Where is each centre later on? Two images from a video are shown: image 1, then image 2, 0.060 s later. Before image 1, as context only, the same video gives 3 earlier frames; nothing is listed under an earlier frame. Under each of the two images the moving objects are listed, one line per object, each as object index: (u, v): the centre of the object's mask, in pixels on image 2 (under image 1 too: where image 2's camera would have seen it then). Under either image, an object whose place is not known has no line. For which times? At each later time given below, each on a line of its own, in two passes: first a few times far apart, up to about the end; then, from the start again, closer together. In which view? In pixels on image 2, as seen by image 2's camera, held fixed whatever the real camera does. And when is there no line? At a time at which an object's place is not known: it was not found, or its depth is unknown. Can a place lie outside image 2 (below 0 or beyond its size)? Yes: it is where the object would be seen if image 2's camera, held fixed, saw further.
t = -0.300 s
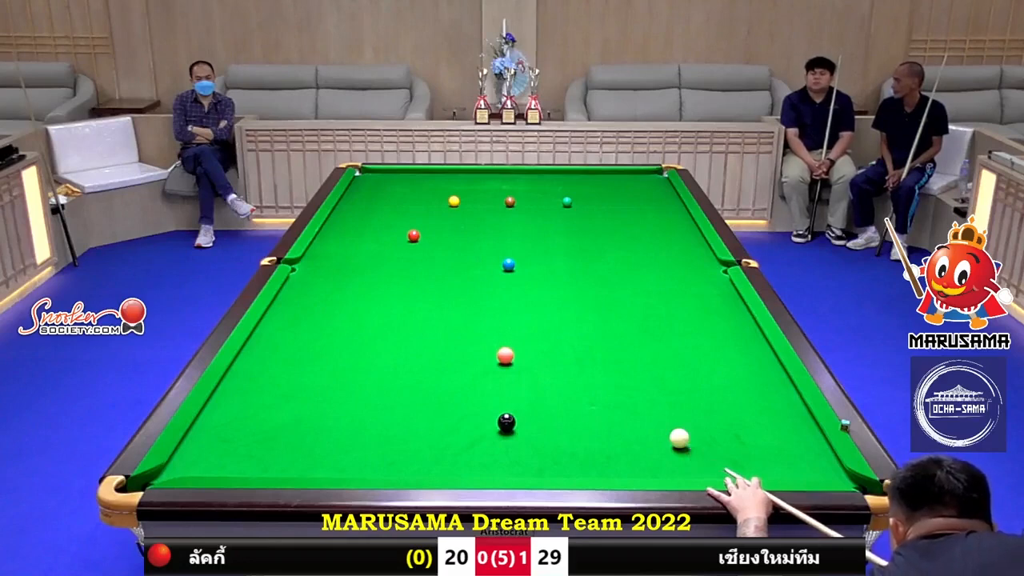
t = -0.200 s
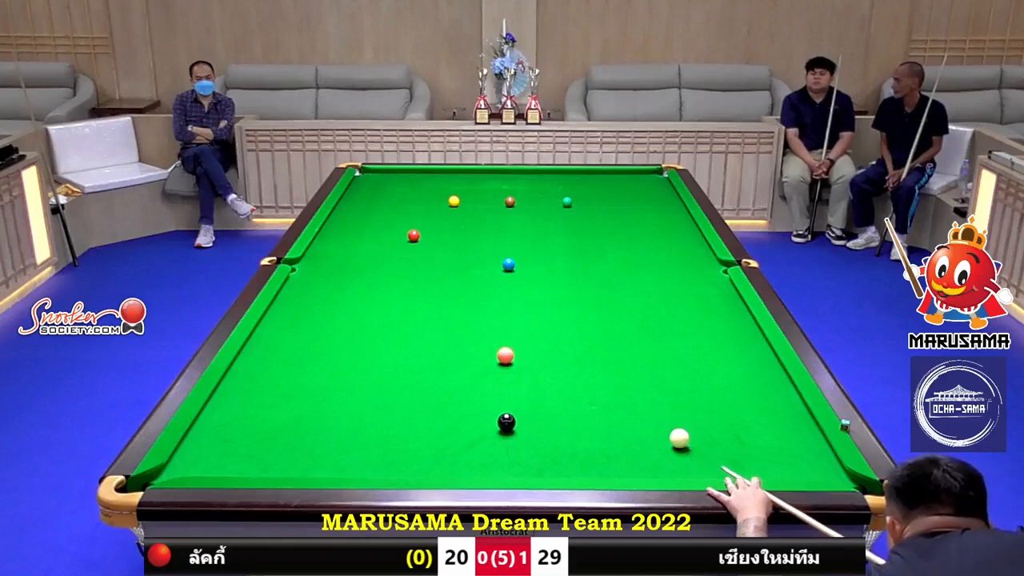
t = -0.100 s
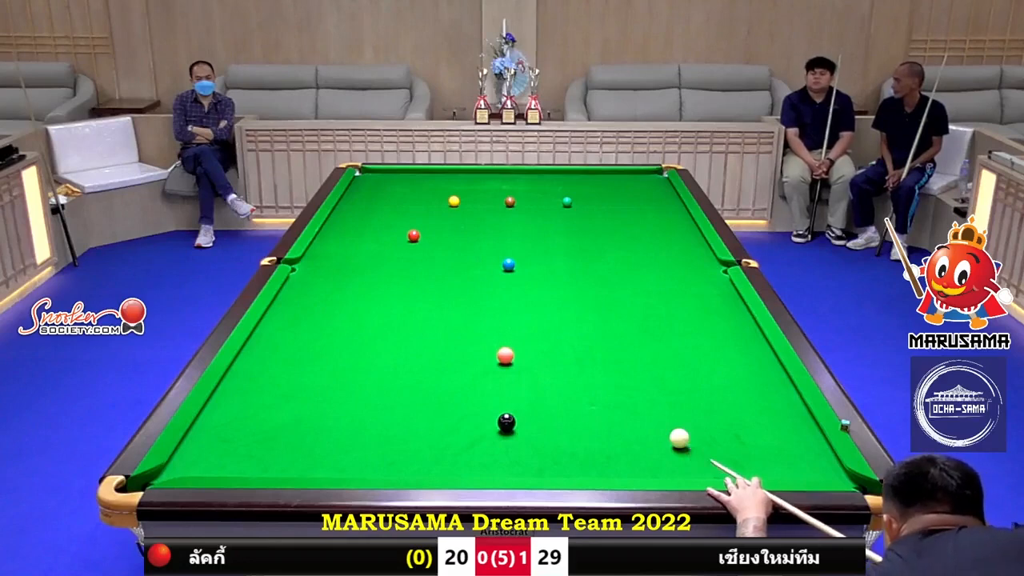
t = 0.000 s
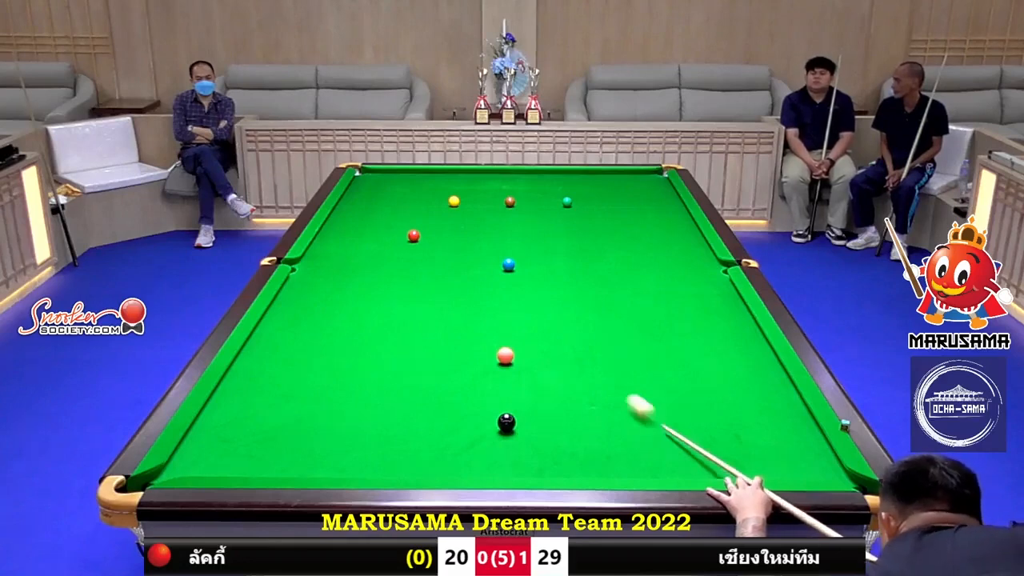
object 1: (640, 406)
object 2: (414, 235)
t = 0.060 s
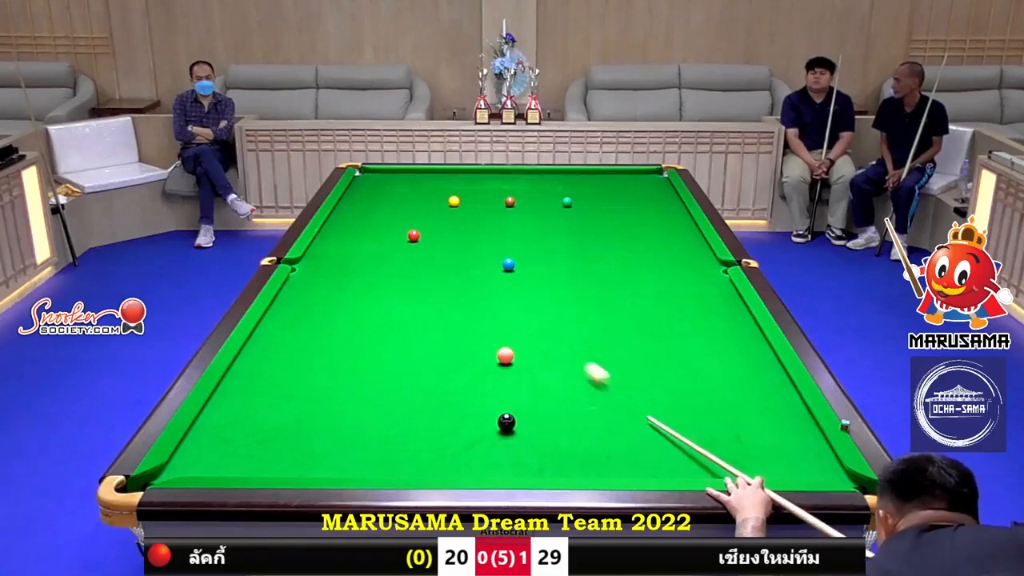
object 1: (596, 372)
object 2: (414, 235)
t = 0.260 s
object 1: (492, 294)
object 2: (414, 235)
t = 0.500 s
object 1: (420, 237)
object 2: (409, 233)
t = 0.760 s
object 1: (438, 229)
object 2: (347, 200)
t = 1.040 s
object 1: (451, 219)
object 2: (410, 183)
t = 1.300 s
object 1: (462, 210)
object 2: (455, 171)
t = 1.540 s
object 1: (470, 203)
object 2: (491, 179)
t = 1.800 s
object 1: (479, 196)
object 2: (530, 188)
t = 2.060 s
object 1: (487, 190)
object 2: (573, 197)
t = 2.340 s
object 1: (494, 184)
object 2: (619, 209)
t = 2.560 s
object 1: (499, 180)
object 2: (657, 218)
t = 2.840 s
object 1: (505, 175)
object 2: (686, 230)
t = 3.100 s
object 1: (509, 171)
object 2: (664, 240)
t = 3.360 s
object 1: (512, 173)
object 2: (641, 251)
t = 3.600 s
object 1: (515, 176)
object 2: (618, 261)
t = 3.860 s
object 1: (518, 178)
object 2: (593, 273)
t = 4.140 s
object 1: (520, 180)
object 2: (565, 285)
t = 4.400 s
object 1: (523, 182)
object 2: (538, 297)
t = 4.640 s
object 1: (524, 183)
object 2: (512, 309)
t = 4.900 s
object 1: (526, 185)
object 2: (483, 322)
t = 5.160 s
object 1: (526, 186)
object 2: (453, 335)
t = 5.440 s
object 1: (527, 186)
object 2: (420, 349)
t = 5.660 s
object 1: (528, 187)
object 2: (394, 361)
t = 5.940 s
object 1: (528, 187)
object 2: (361, 375)
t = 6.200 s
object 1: (528, 187)
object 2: (329, 389)
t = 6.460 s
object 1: (528, 187)
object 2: (297, 404)
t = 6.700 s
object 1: (528, 187)
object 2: (268, 417)
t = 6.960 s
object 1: (528, 187)
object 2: (236, 432)
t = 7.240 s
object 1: (528, 187)
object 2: (203, 447)
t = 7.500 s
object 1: (528, 187)
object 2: (178, 461)
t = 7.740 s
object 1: (528, 187)
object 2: (185, 468)
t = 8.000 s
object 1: (528, 187)
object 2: (194, 470)
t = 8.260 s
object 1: (528, 187)
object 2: (205, 467)
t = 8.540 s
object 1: (528, 187)
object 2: (215, 464)
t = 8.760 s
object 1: (528, 187)
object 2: (220, 462)
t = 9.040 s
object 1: (528, 187)
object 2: (225, 460)
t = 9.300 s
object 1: (528, 187)
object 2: (228, 459)
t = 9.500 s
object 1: (528, 187)
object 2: (229, 459)
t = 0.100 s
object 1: (571, 354)
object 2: (414, 235)
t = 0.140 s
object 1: (548, 337)
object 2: (414, 235)
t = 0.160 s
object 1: (538, 329)
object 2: (414, 235)
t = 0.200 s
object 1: (518, 314)
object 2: (414, 235)
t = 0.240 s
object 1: (500, 300)
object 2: (414, 235)
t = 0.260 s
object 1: (492, 294)
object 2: (414, 235)
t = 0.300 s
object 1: (476, 282)
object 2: (414, 235)
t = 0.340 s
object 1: (462, 271)
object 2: (414, 235)
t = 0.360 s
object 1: (455, 266)
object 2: (414, 235)
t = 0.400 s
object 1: (443, 256)
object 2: (414, 235)
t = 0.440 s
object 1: (431, 247)
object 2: (414, 235)
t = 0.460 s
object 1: (426, 243)
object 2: (413, 235)
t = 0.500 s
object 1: (420, 237)
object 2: (409, 233)
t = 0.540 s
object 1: (425, 236)
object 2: (395, 227)
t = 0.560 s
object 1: (426, 236)
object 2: (389, 224)
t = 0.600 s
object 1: (429, 235)
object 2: (378, 219)
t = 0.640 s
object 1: (432, 233)
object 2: (366, 213)
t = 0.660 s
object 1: (433, 232)
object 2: (361, 211)
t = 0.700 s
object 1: (435, 231)
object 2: (351, 206)
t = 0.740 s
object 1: (437, 229)
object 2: (342, 201)
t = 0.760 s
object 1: (438, 229)
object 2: (347, 200)
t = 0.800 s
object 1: (440, 227)
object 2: (358, 197)
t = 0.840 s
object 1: (442, 226)
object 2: (369, 194)
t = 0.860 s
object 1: (443, 225)
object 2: (374, 193)
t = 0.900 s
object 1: (445, 224)
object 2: (383, 191)
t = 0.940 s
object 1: (447, 222)
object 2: (391, 188)
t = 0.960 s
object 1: (447, 221)
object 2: (395, 187)
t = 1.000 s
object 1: (449, 220)
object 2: (403, 185)
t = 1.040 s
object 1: (451, 219)
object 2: (410, 183)
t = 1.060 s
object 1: (452, 218)
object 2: (414, 182)
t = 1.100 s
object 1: (453, 217)
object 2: (421, 180)
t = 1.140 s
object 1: (455, 215)
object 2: (429, 178)
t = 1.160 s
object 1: (456, 215)
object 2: (432, 177)
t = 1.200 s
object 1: (458, 213)
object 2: (439, 175)
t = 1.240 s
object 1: (459, 212)
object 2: (445, 174)
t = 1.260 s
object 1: (460, 212)
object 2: (449, 173)
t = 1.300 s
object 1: (462, 210)
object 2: (455, 171)
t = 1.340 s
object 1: (463, 209)
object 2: (462, 172)
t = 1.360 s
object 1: (464, 208)
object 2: (465, 173)
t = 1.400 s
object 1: (465, 207)
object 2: (470, 174)
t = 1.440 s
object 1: (467, 206)
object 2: (476, 175)
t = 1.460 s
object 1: (467, 206)
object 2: (479, 176)
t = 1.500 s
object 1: (469, 204)
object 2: (485, 177)
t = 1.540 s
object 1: (470, 203)
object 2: (491, 179)
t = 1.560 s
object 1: (471, 203)
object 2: (494, 179)
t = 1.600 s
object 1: (472, 202)
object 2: (500, 181)
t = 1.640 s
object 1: (474, 200)
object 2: (506, 183)
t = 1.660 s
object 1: (474, 200)
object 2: (509, 183)
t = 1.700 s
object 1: (476, 199)
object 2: (515, 184)
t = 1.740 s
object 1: (477, 198)
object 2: (521, 186)
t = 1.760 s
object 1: (478, 197)
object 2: (525, 186)
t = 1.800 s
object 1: (479, 196)
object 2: (530, 188)
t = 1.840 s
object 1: (480, 195)
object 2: (537, 190)
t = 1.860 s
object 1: (481, 195)
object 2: (540, 190)
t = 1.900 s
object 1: (482, 194)
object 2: (546, 192)
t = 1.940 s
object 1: (483, 193)
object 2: (553, 193)
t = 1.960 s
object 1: (484, 192)
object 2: (556, 194)
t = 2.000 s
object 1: (485, 191)
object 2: (561, 195)
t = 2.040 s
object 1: (486, 190)
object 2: (569, 195)
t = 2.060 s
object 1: (487, 190)
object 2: (573, 197)
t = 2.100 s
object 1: (488, 189)
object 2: (578, 199)
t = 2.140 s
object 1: (489, 188)
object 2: (585, 201)
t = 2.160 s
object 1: (489, 188)
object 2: (588, 202)
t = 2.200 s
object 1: (490, 187)
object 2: (595, 203)
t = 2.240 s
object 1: (492, 186)
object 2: (602, 205)
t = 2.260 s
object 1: (492, 186)
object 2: (605, 206)
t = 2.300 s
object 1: (493, 185)
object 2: (612, 208)
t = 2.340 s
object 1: (494, 184)
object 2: (619, 209)
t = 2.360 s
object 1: (494, 184)
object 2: (622, 210)
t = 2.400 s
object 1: (495, 183)
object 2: (629, 212)
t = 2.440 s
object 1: (496, 182)
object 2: (636, 213)
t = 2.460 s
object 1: (497, 182)
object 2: (639, 214)
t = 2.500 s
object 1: (498, 181)
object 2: (646, 216)
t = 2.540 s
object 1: (498, 180)
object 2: (653, 218)
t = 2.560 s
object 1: (499, 180)
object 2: (657, 218)
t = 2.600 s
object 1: (500, 179)
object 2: (664, 220)
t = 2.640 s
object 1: (501, 178)
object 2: (671, 222)
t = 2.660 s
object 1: (501, 178)
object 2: (675, 223)
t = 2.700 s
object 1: (502, 177)
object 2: (682, 224)
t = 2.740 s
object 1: (503, 176)
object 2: (690, 226)
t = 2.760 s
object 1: (503, 176)
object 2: (693, 227)
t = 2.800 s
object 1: (504, 175)
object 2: (690, 228)
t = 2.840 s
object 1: (505, 175)
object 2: (686, 230)
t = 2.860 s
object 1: (505, 174)
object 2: (684, 231)
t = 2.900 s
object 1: (506, 174)
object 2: (681, 233)
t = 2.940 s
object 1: (506, 173)
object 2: (677, 234)
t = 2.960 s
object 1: (507, 173)
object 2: (676, 235)
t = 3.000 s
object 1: (508, 172)
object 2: (672, 236)
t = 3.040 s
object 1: (508, 171)
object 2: (669, 238)
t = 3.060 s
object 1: (509, 171)
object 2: (667, 239)
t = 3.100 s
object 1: (509, 171)
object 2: (664, 240)
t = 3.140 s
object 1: (510, 171)
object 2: (660, 242)
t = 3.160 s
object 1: (510, 171)
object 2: (659, 242)
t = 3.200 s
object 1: (511, 172)
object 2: (655, 244)
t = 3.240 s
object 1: (511, 172)
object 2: (651, 246)
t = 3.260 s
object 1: (511, 172)
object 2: (650, 247)
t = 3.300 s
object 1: (512, 173)
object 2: (646, 249)
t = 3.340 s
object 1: (512, 173)
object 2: (642, 250)
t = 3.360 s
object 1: (512, 173)
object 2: (641, 251)
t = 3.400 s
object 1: (513, 174)
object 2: (637, 253)
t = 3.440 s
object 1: (513, 174)
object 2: (633, 254)
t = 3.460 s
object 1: (514, 174)
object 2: (631, 255)
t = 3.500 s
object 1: (514, 175)
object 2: (628, 257)
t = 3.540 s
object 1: (514, 175)
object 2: (624, 259)
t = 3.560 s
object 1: (515, 175)
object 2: (622, 260)
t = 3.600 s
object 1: (515, 176)
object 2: (618, 261)
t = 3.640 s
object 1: (516, 176)
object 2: (615, 263)
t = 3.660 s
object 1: (516, 176)
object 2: (613, 264)
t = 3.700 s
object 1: (516, 176)
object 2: (609, 266)
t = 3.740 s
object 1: (517, 177)
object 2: (605, 267)
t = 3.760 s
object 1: (517, 177)
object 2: (603, 268)
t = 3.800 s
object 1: (517, 177)
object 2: (599, 270)
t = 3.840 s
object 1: (518, 178)
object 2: (595, 272)
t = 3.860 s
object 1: (518, 178)
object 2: (593, 273)
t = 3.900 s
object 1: (518, 178)
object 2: (589, 275)
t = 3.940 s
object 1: (519, 178)
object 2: (585, 276)
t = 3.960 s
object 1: (519, 179)
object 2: (583, 277)
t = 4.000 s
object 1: (519, 179)
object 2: (579, 279)
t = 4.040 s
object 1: (519, 179)
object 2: (575, 281)
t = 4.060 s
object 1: (520, 179)
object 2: (573, 282)
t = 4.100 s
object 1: (520, 180)
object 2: (569, 283)
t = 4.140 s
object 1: (520, 180)
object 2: (565, 285)
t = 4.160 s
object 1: (521, 180)
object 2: (563, 286)
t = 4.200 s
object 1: (521, 180)
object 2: (559, 288)
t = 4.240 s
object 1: (521, 181)
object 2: (554, 290)
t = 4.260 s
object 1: (522, 181)
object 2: (552, 291)
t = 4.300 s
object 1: (522, 181)
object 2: (548, 293)
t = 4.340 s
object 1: (522, 181)
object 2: (544, 294)
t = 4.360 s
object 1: (522, 181)
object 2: (542, 296)
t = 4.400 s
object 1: (523, 182)
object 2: (538, 297)
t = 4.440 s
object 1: (523, 182)
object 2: (533, 299)
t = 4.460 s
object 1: (523, 182)
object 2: (531, 300)
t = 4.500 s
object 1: (523, 182)
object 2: (527, 302)
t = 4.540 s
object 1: (524, 183)
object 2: (523, 304)
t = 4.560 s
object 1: (524, 183)
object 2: (520, 305)
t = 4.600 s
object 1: (524, 183)
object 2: (516, 307)
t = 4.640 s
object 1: (524, 183)
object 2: (512, 309)
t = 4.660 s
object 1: (524, 183)
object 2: (509, 310)
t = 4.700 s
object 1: (525, 183)
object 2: (505, 312)
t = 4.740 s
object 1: (525, 184)
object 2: (501, 314)
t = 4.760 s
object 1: (525, 184)
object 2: (498, 315)
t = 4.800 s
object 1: (525, 184)
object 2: (494, 316)
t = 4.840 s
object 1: (525, 184)
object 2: (489, 318)
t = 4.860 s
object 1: (525, 184)
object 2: (487, 320)
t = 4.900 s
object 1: (526, 185)
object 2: (483, 322)
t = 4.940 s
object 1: (526, 185)
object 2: (478, 323)
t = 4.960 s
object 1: (526, 185)
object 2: (476, 324)
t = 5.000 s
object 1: (526, 185)
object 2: (471, 327)
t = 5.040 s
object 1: (526, 185)
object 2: (467, 329)
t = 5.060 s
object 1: (526, 185)
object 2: (464, 330)
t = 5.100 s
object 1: (526, 185)
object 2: (460, 332)
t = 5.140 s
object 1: (526, 185)
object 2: (455, 334)
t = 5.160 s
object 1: (526, 186)
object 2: (453, 335)
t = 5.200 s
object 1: (527, 186)
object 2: (448, 336)
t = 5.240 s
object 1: (527, 186)
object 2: (444, 339)
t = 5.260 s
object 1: (527, 186)
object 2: (441, 340)
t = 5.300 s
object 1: (527, 186)
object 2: (437, 342)
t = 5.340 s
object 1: (527, 186)
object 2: (432, 344)
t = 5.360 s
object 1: (527, 186)
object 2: (430, 345)
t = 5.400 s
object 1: (527, 186)
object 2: (425, 347)
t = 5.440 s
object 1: (527, 186)
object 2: (420, 349)
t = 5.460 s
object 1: (527, 186)
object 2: (418, 350)
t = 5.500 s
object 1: (527, 186)
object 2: (413, 352)
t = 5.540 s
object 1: (528, 186)
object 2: (408, 354)
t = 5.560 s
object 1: (528, 186)
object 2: (406, 355)
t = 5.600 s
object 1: (528, 187)
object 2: (401, 357)
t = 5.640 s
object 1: (528, 187)
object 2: (397, 359)
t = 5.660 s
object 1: (528, 187)
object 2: (394, 361)
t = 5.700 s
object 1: (528, 187)
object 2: (389, 362)
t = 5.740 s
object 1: (528, 187)
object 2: (385, 365)
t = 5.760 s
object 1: (528, 187)
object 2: (382, 366)
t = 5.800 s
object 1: (528, 187)
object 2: (377, 368)
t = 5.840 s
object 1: (528, 187)
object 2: (373, 370)
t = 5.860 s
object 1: (528, 187)
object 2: (370, 371)
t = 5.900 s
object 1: (528, 187)
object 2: (365, 373)
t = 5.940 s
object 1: (528, 187)
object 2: (361, 375)
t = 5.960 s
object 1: (528, 187)
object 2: (358, 376)
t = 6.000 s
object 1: (528, 187)
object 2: (353, 379)
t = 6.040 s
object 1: (528, 187)
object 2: (348, 381)
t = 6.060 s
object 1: (528, 187)
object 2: (346, 382)
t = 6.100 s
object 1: (528, 187)
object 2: (341, 384)
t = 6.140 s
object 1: (528, 187)
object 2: (336, 386)
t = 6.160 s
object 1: (528, 187)
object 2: (334, 388)
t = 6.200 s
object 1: (528, 187)
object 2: (329, 389)
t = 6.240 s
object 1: (528, 187)
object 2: (324, 392)
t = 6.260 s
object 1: (528, 187)
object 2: (321, 393)
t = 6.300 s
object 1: (528, 187)
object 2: (316, 395)
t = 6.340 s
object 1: (528, 187)
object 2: (312, 397)
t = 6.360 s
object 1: (528, 187)
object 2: (309, 398)
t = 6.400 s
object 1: (528, 187)
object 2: (304, 400)
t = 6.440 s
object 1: (528, 187)
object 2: (299, 403)
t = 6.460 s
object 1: (528, 187)
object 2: (297, 404)
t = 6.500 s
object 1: (528, 187)
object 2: (292, 406)
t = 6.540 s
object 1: (528, 187)
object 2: (287, 408)
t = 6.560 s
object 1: (528, 187)
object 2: (285, 409)
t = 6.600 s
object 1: (528, 187)
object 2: (280, 412)
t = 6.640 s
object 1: (528, 187)
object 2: (275, 414)
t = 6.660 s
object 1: (528, 187)
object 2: (273, 415)
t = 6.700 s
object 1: (528, 187)
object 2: (268, 417)
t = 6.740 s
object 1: (528, 187)
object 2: (263, 420)
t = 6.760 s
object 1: (528, 187)
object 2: (260, 421)
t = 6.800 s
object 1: (528, 187)
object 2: (256, 423)
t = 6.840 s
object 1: (528, 187)
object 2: (251, 425)
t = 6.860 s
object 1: (528, 187)
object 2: (248, 426)
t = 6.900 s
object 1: (528, 187)
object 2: (244, 429)
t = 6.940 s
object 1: (528, 187)
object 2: (239, 431)
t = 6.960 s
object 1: (528, 187)
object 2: (236, 432)
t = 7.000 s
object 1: (528, 187)
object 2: (232, 434)
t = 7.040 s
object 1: (528, 187)
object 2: (227, 437)
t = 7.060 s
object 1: (528, 187)
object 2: (224, 437)
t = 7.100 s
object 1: (528, 187)
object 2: (219, 439)
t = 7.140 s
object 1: (528, 187)
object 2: (215, 442)
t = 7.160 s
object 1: (528, 187)
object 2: (213, 443)
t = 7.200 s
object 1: (528, 187)
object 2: (208, 445)
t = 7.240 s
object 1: (528, 187)
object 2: (203, 447)
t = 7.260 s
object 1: (528, 187)
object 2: (201, 448)
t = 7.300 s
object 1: (528, 187)
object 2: (196, 451)
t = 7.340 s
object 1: (528, 187)
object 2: (191, 453)
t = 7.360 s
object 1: (528, 187)
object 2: (189, 454)
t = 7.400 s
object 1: (528, 187)
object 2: (184, 456)
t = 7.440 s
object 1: (528, 187)
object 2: (180, 458)
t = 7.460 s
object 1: (528, 187)
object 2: (177, 459)
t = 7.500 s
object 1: (528, 187)
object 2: (178, 461)
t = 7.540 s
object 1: (528, 187)
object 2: (179, 462)
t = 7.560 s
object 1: (528, 187)
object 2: (180, 463)
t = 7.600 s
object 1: (528, 187)
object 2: (181, 464)
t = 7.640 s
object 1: (528, 187)
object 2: (182, 466)
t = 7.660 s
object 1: (528, 187)
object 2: (183, 466)
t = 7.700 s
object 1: (528, 187)
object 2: (184, 467)
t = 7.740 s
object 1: (528, 187)
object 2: (185, 468)
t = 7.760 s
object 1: (528, 187)
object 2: (185, 468)
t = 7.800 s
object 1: (528, 187)
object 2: (187, 469)
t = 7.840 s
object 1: (528, 187)
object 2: (188, 470)
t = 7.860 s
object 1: (528, 187)
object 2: (188, 470)
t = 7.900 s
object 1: (528, 187)
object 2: (189, 471)
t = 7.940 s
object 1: (528, 187)
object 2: (191, 471)
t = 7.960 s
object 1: (528, 187)
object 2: (192, 471)
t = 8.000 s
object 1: (528, 187)
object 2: (194, 470)
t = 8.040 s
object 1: (528, 187)
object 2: (196, 470)
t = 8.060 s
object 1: (528, 187)
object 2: (197, 469)
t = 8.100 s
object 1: (528, 187)
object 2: (199, 469)
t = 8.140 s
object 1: (528, 187)
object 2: (201, 469)
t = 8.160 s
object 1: (528, 187)
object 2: (202, 468)
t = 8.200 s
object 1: (528, 187)
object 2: (203, 468)
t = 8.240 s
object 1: (528, 187)
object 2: (205, 467)
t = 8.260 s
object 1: (528, 187)
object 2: (205, 467)
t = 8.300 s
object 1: (528, 187)
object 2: (207, 467)
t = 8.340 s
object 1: (528, 187)
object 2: (208, 466)
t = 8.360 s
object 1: (528, 187)
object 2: (209, 466)
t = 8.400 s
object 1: (528, 187)
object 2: (210, 466)
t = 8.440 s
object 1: (528, 187)
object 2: (212, 465)
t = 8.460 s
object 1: (528, 187)
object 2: (212, 465)
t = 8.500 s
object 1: (528, 187)
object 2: (213, 465)
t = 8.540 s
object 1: (528, 187)
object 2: (215, 464)
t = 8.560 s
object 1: (528, 187)
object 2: (215, 464)
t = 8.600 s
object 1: (528, 187)
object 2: (216, 464)
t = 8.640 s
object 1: (528, 187)
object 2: (217, 463)
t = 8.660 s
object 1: (528, 187)
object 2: (218, 463)
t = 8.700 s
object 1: (528, 187)
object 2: (219, 462)
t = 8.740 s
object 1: (528, 187)
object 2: (220, 462)
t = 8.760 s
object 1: (528, 187)
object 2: (220, 462)
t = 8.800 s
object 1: (528, 187)
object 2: (221, 461)
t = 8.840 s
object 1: (528, 187)
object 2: (222, 461)
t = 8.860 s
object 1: (528, 187)
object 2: (222, 461)
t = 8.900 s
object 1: (528, 187)
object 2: (223, 461)
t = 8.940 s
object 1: (528, 187)
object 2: (224, 460)
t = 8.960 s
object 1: (528, 187)
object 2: (224, 460)
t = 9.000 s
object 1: (528, 187)
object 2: (225, 460)
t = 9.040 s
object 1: (528, 187)
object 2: (225, 460)
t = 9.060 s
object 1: (528, 187)
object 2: (226, 460)
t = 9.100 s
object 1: (528, 187)
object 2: (226, 459)
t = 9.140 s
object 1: (528, 187)
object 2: (227, 459)
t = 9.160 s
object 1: (528, 187)
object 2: (227, 459)
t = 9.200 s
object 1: (528, 187)
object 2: (227, 459)
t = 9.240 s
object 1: (528, 187)
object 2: (228, 459)
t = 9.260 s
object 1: (528, 187)
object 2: (228, 459)
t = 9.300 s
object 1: (528, 187)
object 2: (228, 459)
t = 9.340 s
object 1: (528, 187)
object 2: (229, 458)
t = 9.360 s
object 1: (528, 187)
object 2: (229, 459)
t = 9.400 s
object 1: (528, 187)
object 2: (229, 459)
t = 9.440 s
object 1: (528, 187)
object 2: (229, 458)
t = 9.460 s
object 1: (528, 187)
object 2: (229, 459)
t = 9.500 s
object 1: (528, 187)
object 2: (229, 459)
